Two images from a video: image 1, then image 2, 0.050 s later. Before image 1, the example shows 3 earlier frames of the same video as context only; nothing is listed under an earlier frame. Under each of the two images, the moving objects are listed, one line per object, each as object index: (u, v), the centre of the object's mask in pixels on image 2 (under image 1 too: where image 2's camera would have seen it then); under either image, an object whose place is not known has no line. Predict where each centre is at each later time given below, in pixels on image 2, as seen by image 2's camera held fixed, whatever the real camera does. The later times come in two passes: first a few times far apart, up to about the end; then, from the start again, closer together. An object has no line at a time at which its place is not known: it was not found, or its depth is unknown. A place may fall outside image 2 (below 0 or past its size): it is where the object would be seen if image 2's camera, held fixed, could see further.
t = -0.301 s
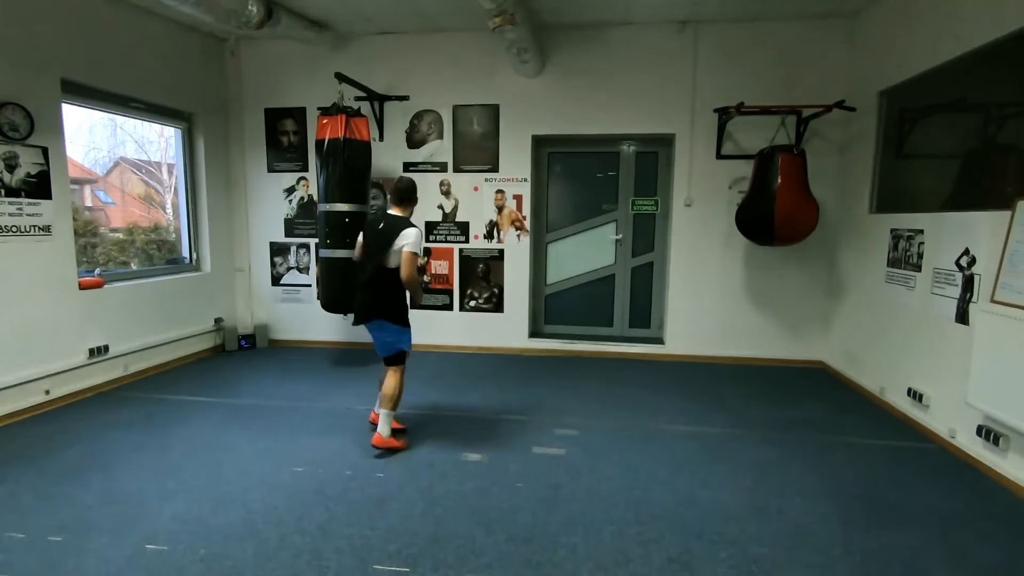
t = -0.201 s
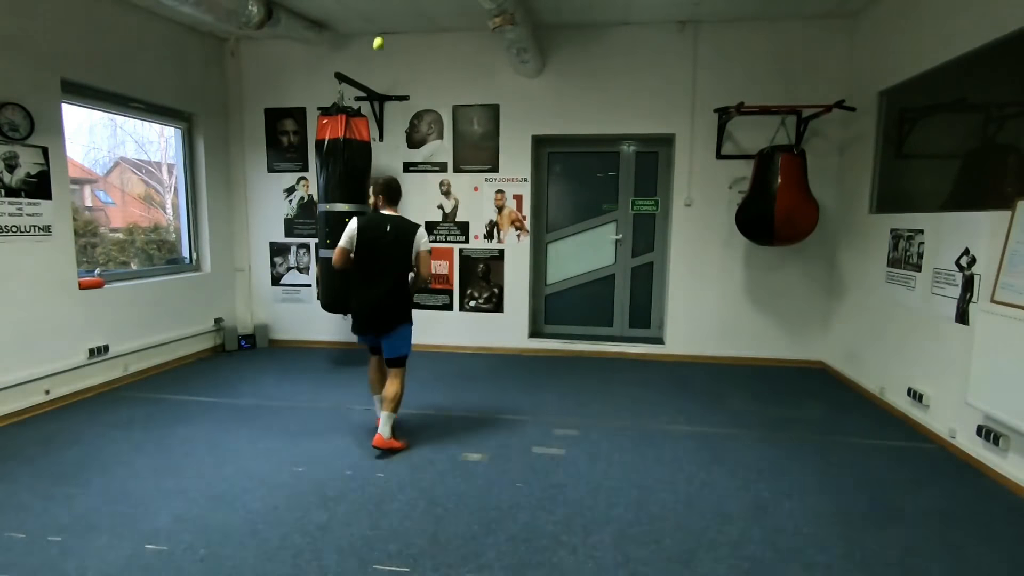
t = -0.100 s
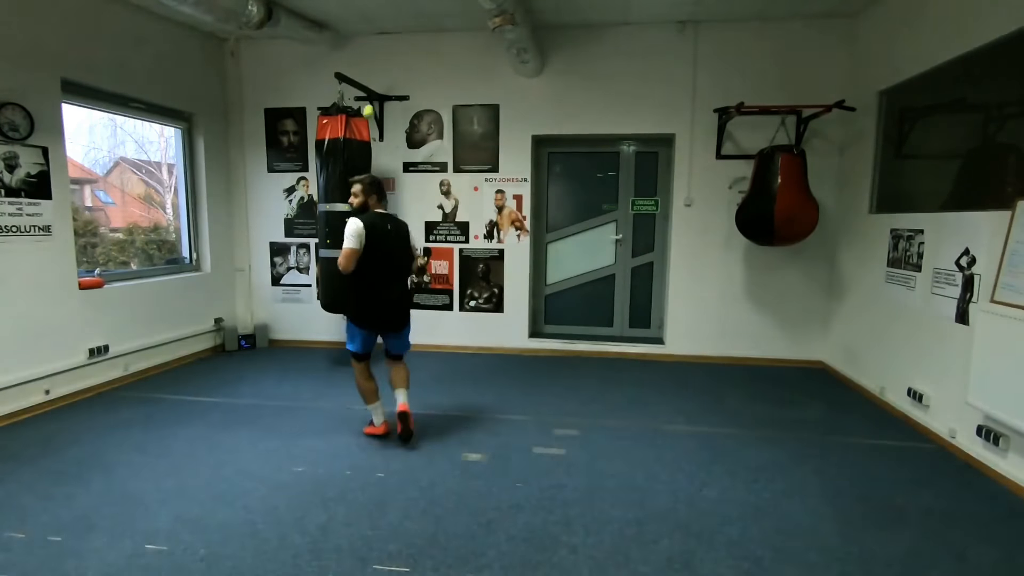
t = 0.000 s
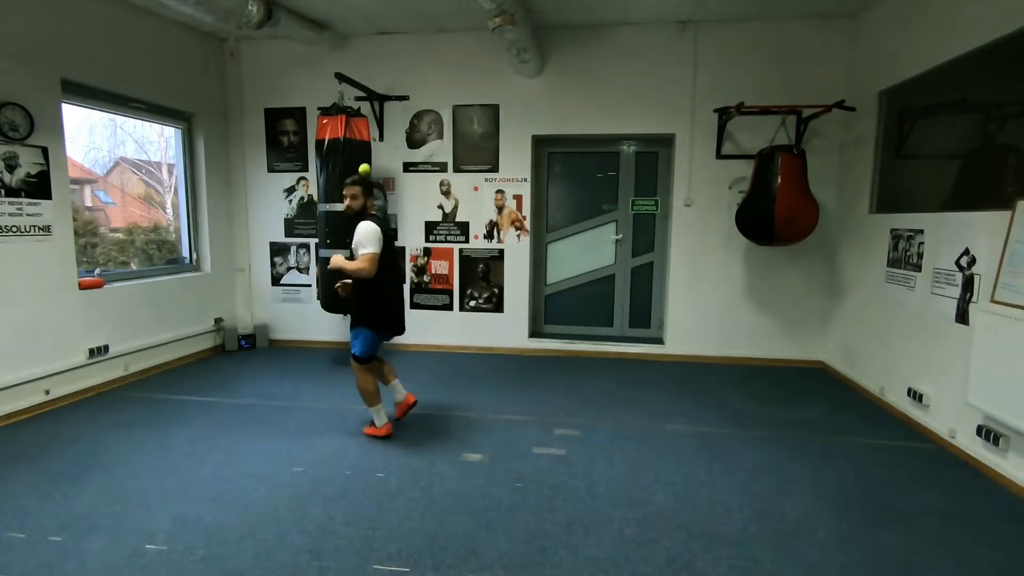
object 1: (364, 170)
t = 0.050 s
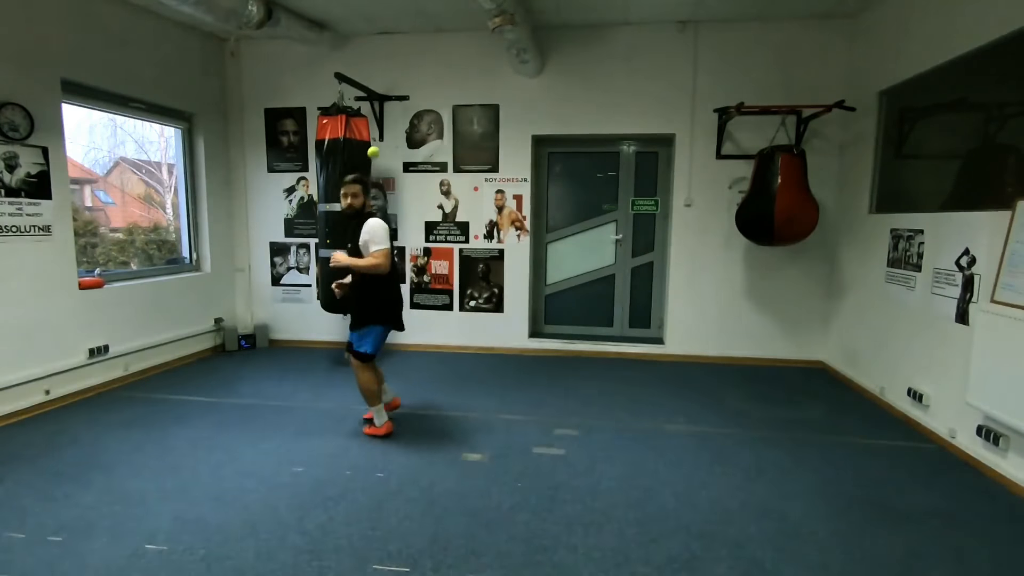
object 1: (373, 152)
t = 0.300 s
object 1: (433, 123)
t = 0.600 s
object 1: (548, 303)
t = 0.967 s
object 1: (811, 574)
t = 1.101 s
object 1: (998, 518)
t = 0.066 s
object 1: (376, 147)
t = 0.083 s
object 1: (379, 143)
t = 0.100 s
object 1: (383, 138)
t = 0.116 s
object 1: (386, 135)
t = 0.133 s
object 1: (390, 131)
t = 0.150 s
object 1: (394, 128)
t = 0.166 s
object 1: (397, 126)
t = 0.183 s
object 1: (401, 124)
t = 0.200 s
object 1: (406, 122)
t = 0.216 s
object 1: (410, 121)
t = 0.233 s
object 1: (414, 121)
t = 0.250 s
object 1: (419, 120)
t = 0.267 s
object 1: (423, 122)
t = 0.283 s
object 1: (428, 122)
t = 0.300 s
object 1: (433, 123)
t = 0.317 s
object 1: (437, 126)
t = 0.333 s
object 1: (442, 129)
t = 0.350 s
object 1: (448, 133)
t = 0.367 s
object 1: (453, 138)
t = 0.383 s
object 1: (460, 144)
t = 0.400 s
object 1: (464, 149)
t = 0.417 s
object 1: (471, 156)
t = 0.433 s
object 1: (477, 164)
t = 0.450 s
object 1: (483, 173)
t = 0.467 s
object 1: (490, 183)
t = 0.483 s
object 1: (497, 196)
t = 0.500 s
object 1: (503, 206)
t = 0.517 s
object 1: (510, 219)
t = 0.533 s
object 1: (517, 232)
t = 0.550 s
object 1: (526, 249)
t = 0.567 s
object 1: (533, 265)
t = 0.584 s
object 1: (539, 283)
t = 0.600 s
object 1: (548, 303)
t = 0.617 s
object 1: (556, 322)
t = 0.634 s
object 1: (564, 344)
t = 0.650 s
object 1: (574, 368)
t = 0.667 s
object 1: (583, 393)
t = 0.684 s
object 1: (592, 419)
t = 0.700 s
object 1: (602, 447)
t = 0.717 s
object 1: (611, 478)
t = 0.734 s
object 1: (621, 510)
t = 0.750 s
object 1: (631, 543)
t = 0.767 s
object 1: (641, 569)
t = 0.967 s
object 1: (811, 574)
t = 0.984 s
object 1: (830, 569)
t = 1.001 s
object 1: (850, 564)
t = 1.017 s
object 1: (873, 557)
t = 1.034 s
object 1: (894, 548)
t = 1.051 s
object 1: (918, 539)
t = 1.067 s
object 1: (944, 531)
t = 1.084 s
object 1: (970, 524)
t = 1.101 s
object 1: (998, 518)
